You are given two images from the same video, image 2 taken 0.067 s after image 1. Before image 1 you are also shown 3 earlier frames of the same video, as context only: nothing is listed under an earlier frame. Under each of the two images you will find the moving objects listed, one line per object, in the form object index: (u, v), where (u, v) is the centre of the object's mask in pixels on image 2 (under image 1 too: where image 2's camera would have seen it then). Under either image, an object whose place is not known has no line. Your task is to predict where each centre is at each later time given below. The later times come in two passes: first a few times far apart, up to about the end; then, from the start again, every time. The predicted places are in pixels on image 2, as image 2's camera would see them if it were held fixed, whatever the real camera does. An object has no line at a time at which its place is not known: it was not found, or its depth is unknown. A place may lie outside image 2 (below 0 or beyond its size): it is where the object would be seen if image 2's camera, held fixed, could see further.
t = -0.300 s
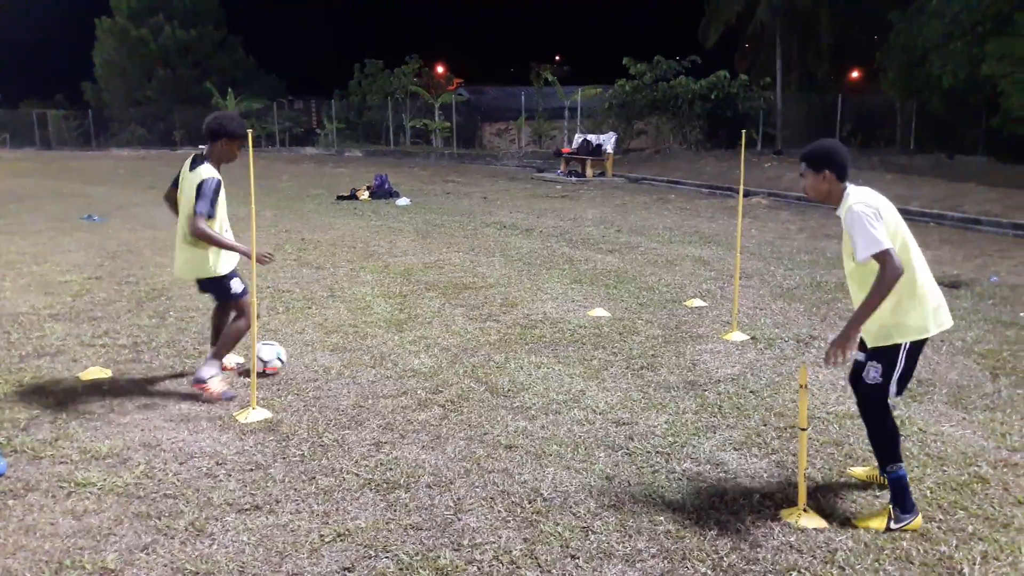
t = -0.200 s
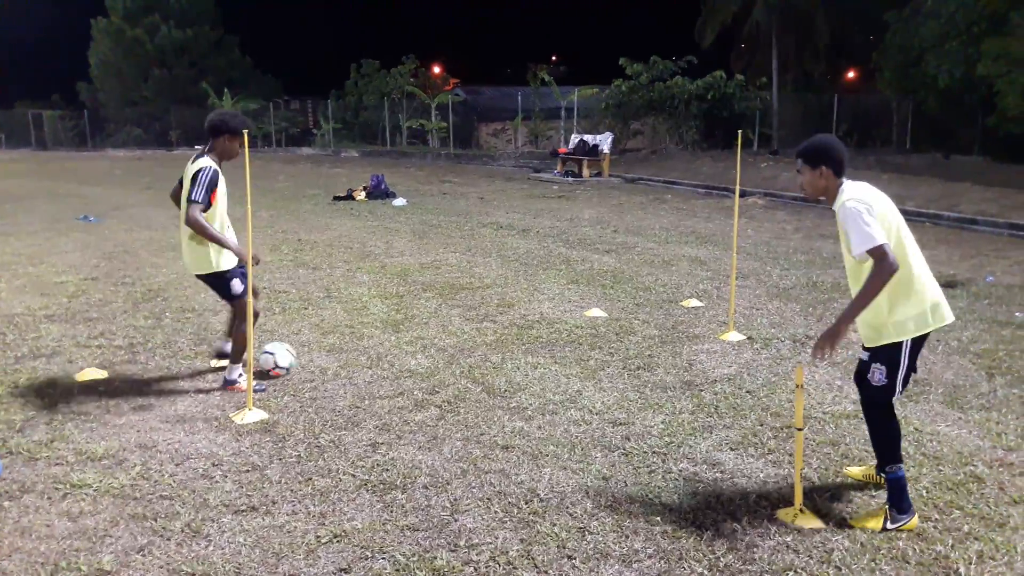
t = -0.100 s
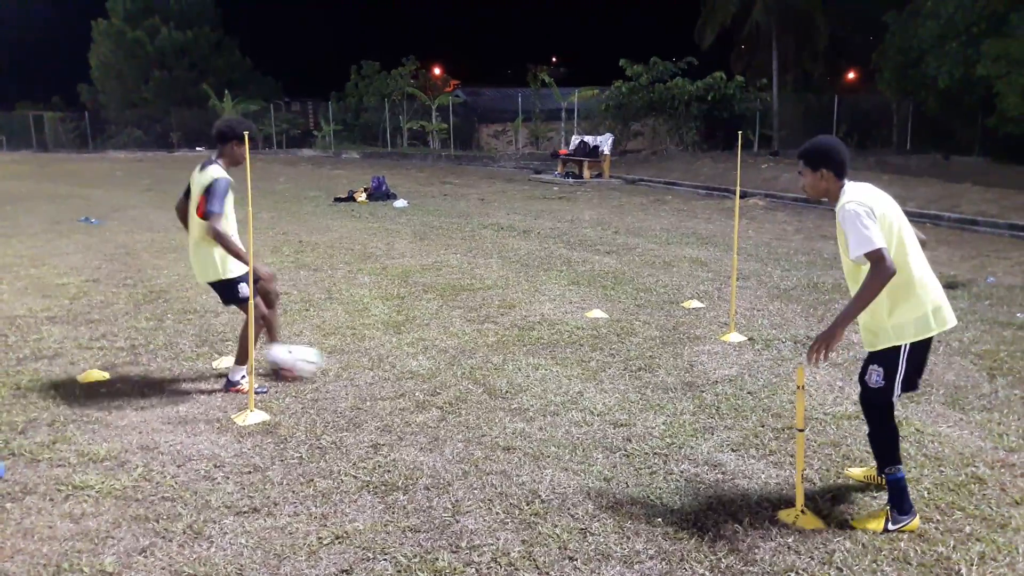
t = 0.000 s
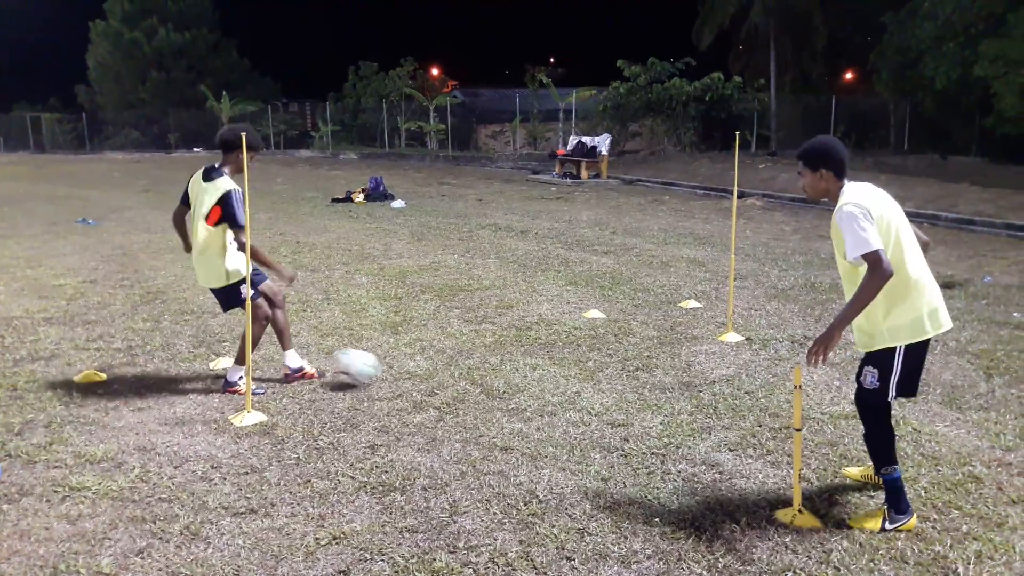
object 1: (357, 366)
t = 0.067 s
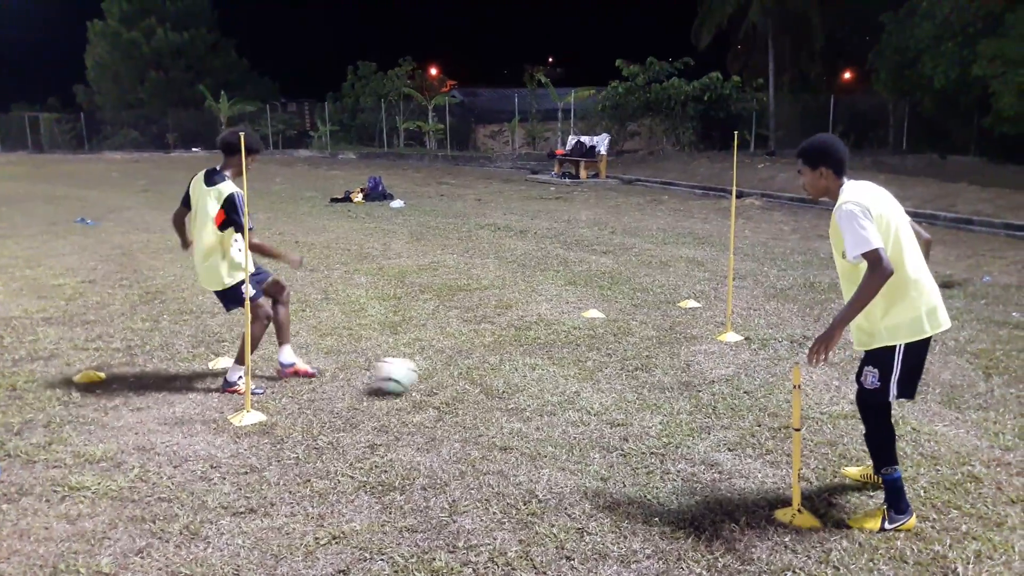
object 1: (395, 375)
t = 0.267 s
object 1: (491, 386)
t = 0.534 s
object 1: (614, 405)
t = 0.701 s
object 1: (695, 416)
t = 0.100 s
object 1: (412, 376)
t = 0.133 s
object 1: (427, 377)
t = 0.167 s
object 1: (443, 380)
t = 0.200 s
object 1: (459, 383)
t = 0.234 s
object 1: (475, 385)
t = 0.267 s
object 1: (491, 386)
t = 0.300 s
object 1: (504, 390)
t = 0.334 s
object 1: (520, 392)
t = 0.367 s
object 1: (535, 394)
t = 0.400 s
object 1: (551, 397)
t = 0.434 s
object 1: (566, 398)
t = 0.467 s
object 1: (582, 403)
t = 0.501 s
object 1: (598, 404)
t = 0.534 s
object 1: (614, 405)
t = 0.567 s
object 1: (630, 406)
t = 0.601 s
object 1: (646, 409)
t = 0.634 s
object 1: (660, 413)
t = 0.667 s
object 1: (678, 414)
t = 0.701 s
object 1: (695, 416)
